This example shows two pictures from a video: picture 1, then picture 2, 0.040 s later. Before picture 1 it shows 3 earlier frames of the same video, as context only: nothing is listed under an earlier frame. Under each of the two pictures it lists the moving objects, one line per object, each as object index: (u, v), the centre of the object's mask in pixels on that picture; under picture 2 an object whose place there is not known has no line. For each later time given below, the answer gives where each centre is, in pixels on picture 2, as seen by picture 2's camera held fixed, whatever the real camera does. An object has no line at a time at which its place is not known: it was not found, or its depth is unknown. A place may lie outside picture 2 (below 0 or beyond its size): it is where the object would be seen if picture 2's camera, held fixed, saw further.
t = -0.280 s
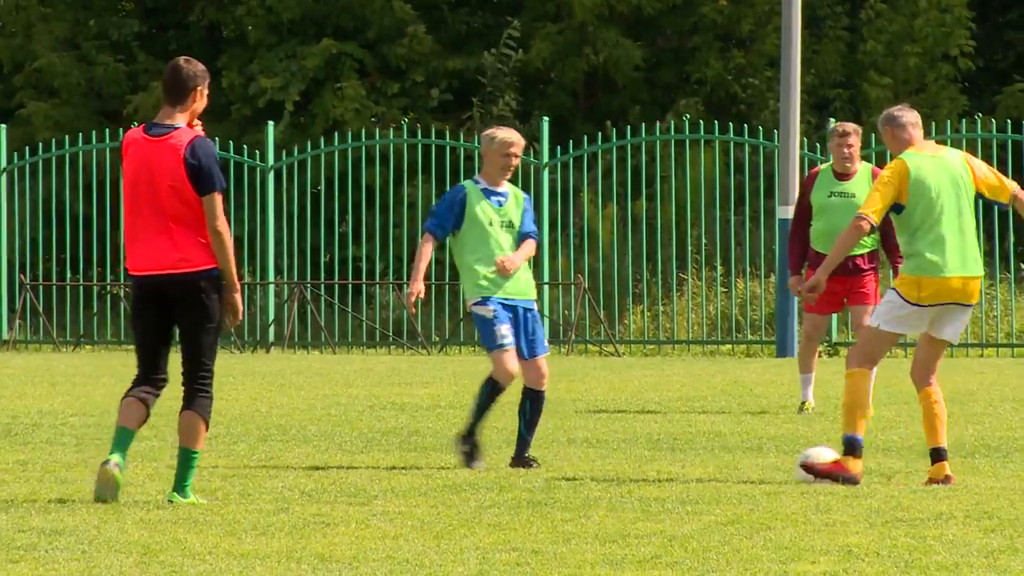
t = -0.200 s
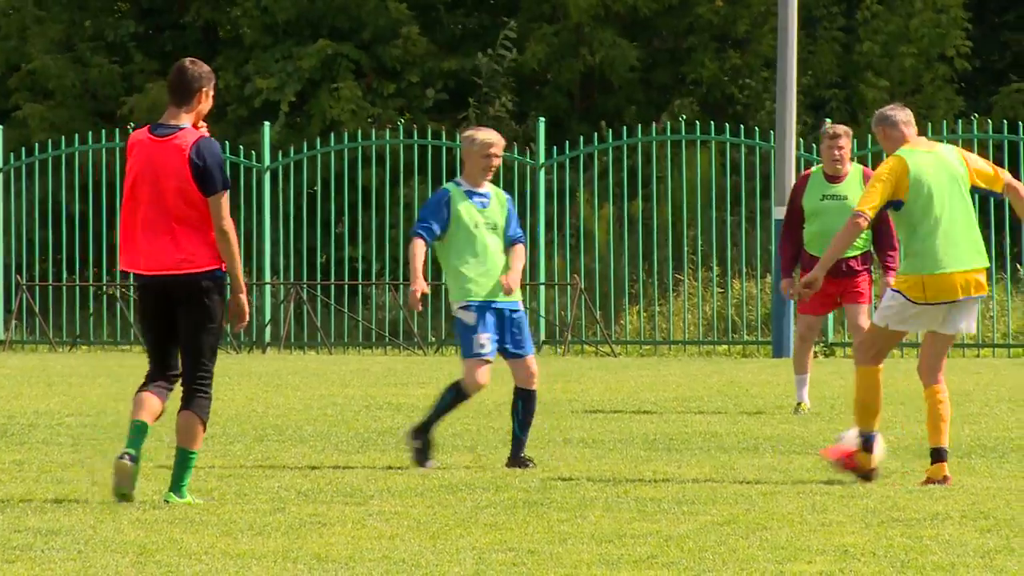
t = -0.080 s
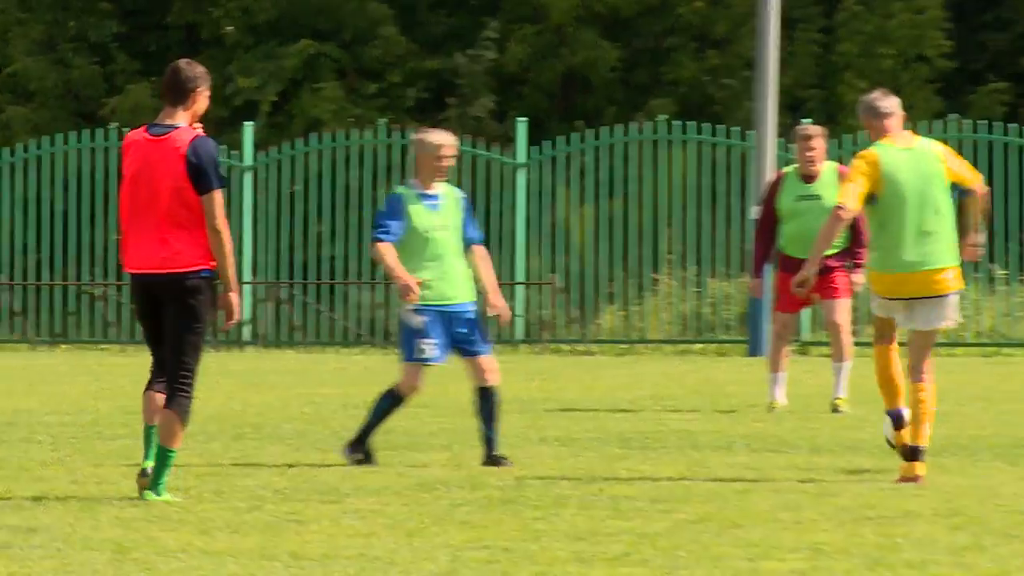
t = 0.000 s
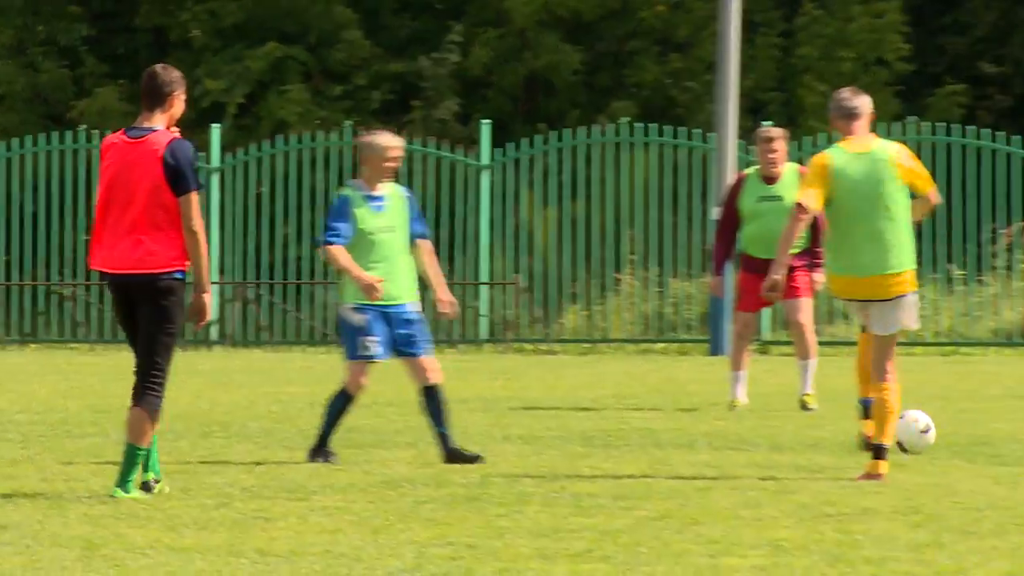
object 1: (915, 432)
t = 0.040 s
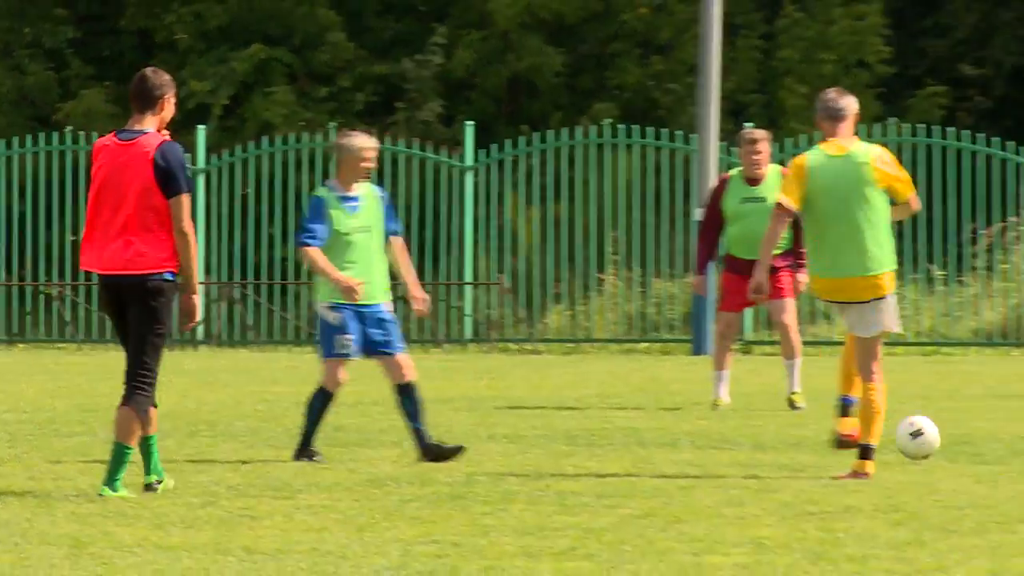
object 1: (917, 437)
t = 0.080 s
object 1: (941, 445)
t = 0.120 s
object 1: (960, 443)
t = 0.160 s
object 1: (975, 431)
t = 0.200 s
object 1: (991, 420)
